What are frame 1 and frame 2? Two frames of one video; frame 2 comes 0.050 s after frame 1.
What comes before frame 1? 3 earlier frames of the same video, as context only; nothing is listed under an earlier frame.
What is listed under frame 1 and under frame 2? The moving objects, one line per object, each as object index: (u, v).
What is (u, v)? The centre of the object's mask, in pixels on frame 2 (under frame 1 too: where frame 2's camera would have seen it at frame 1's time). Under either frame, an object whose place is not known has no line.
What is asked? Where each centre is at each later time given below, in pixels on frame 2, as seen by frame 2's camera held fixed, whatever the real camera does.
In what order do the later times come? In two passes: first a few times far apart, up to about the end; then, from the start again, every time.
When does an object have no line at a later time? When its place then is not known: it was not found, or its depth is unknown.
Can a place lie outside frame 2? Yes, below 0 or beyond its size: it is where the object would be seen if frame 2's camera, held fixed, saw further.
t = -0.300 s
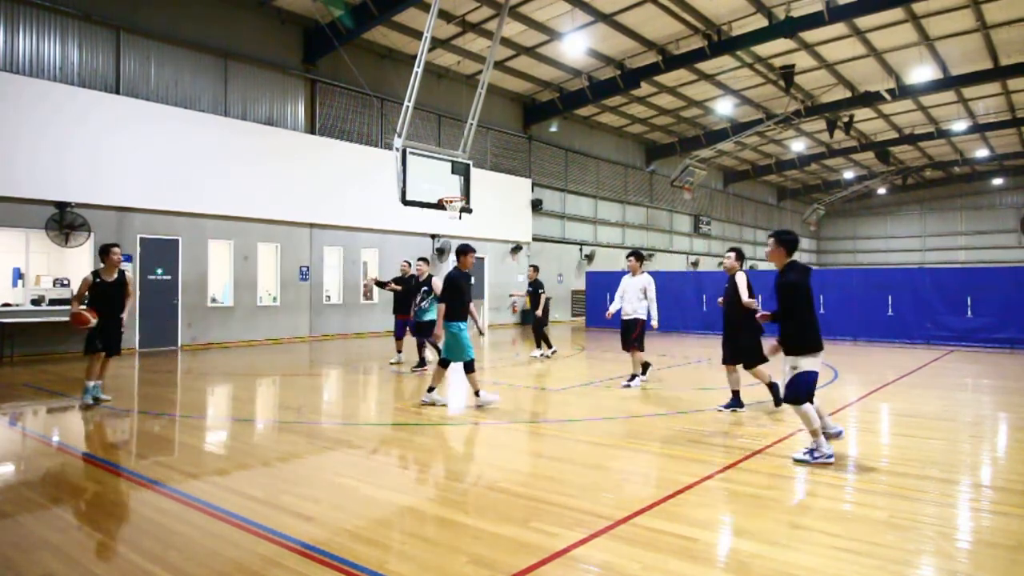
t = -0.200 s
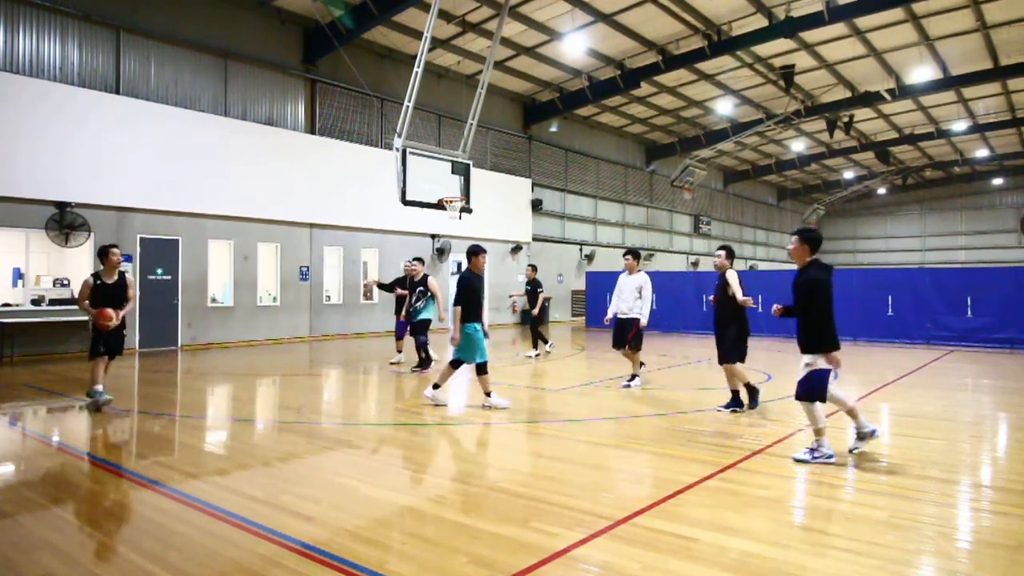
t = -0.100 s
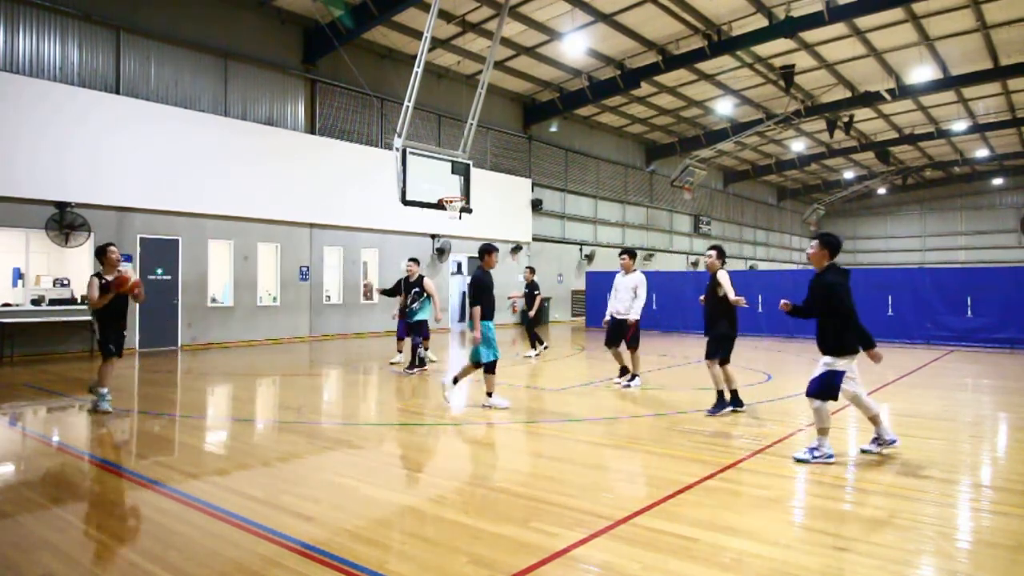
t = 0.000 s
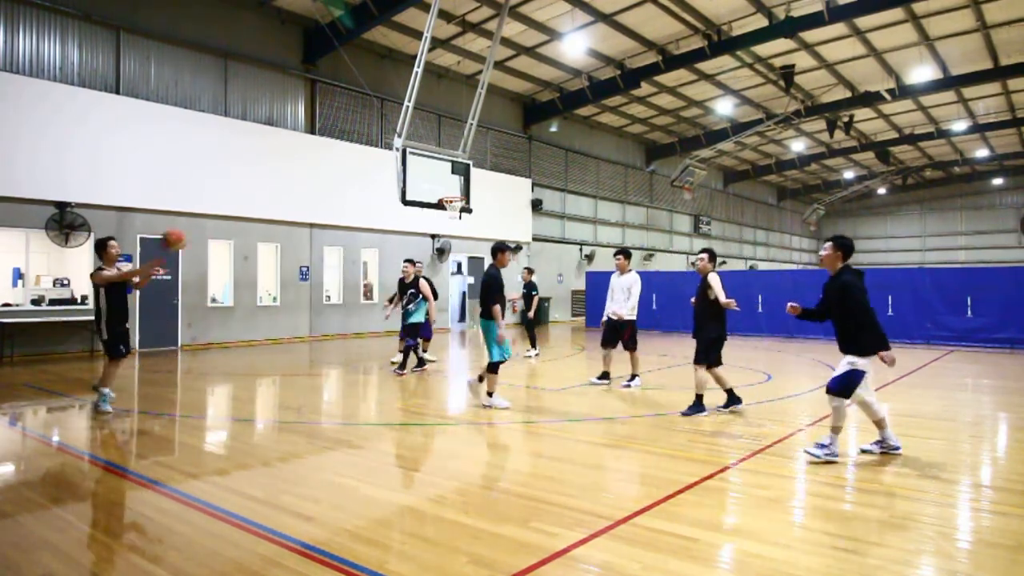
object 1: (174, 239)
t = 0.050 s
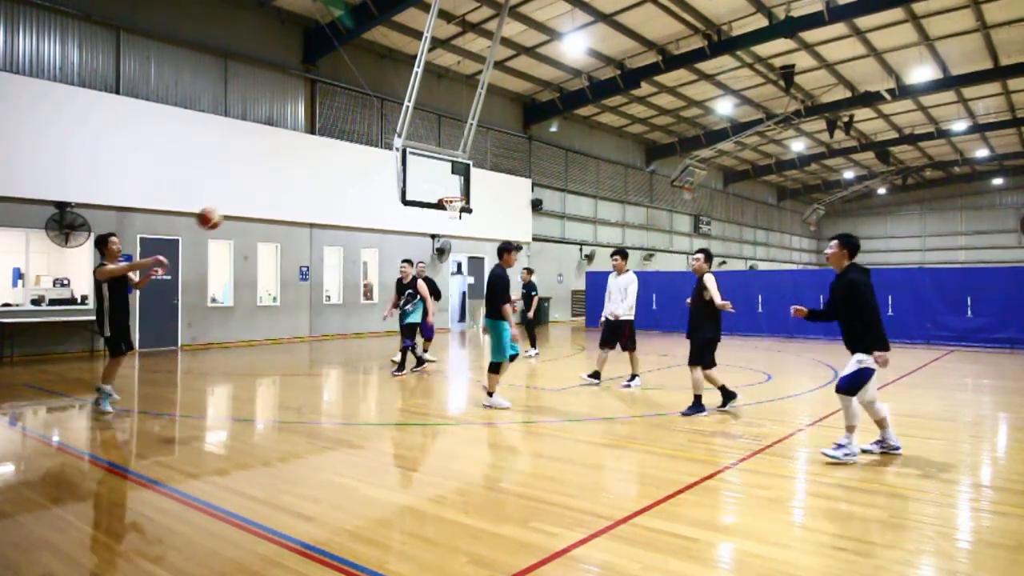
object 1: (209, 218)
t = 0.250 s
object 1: (353, 156)
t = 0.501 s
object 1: (541, 125)
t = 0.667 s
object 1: (673, 138)
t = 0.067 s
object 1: (220, 212)
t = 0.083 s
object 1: (232, 206)
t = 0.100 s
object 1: (244, 200)
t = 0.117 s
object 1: (257, 193)
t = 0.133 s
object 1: (269, 188)
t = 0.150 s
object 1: (281, 183)
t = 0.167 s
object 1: (294, 177)
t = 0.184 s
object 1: (305, 173)
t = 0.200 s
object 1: (316, 168)
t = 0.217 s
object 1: (329, 164)
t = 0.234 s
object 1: (341, 160)
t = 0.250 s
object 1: (353, 156)
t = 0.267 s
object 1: (367, 150)
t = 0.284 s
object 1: (379, 146)
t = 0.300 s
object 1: (391, 144)
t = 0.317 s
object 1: (403, 140)
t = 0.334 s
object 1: (415, 138)
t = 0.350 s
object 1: (428, 135)
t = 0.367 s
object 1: (440, 133)
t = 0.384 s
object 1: (452, 130)
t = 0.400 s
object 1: (466, 129)
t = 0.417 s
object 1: (479, 128)
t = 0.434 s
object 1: (491, 126)
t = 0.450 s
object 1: (503, 126)
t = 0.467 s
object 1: (516, 125)
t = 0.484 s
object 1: (529, 125)
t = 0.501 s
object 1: (541, 125)
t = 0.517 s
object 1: (555, 125)
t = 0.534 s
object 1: (567, 125)
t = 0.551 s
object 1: (581, 126)
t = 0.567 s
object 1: (593, 126)
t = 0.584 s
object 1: (606, 127)
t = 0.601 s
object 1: (620, 129)
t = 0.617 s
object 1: (632, 130)
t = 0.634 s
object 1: (647, 132)
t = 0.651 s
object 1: (659, 135)
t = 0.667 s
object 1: (673, 138)
